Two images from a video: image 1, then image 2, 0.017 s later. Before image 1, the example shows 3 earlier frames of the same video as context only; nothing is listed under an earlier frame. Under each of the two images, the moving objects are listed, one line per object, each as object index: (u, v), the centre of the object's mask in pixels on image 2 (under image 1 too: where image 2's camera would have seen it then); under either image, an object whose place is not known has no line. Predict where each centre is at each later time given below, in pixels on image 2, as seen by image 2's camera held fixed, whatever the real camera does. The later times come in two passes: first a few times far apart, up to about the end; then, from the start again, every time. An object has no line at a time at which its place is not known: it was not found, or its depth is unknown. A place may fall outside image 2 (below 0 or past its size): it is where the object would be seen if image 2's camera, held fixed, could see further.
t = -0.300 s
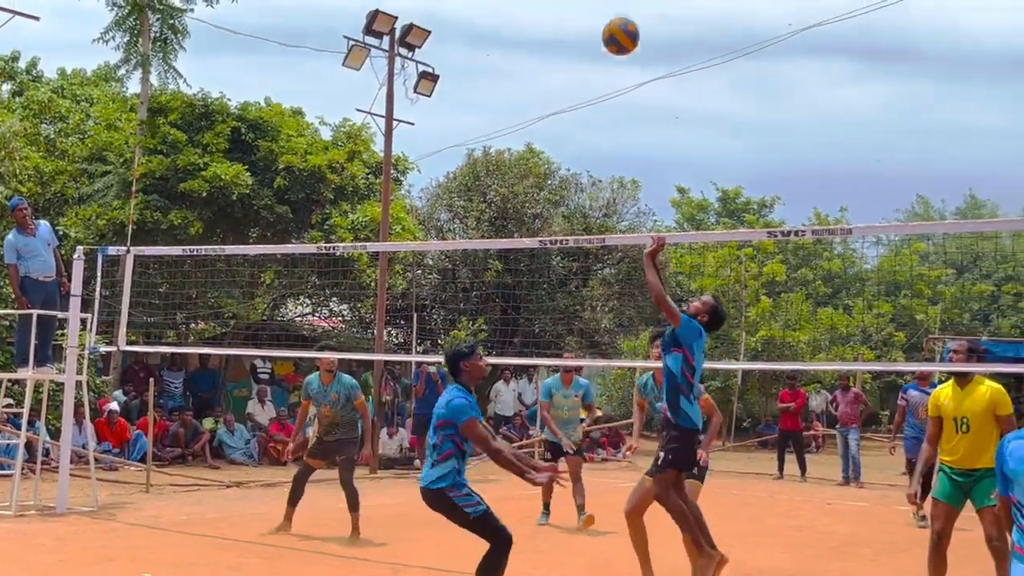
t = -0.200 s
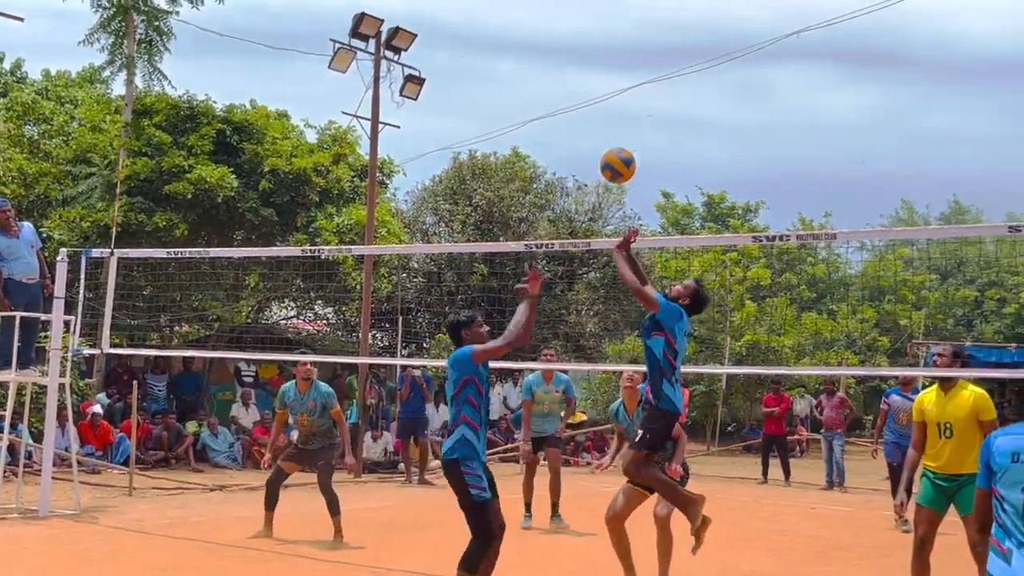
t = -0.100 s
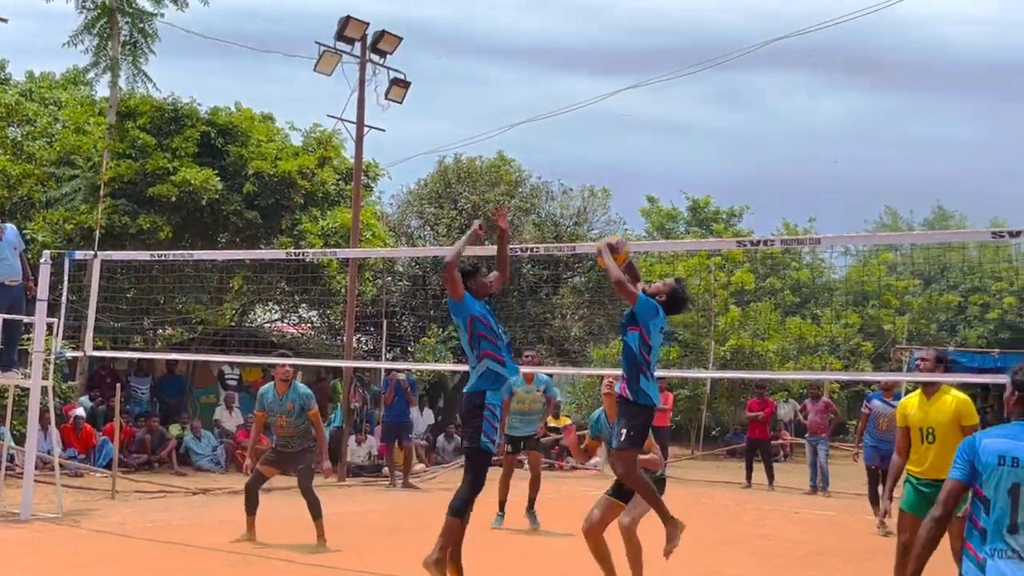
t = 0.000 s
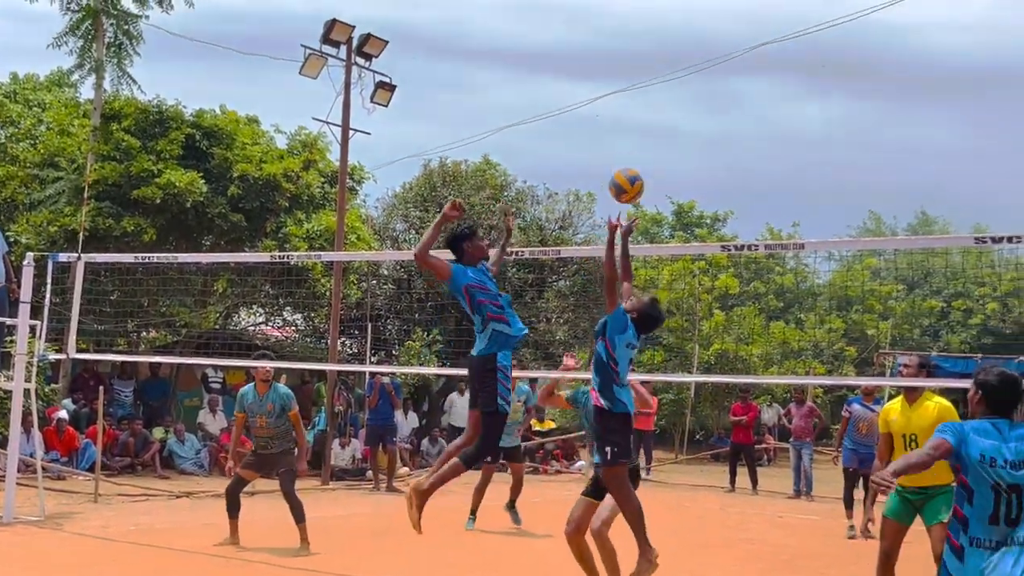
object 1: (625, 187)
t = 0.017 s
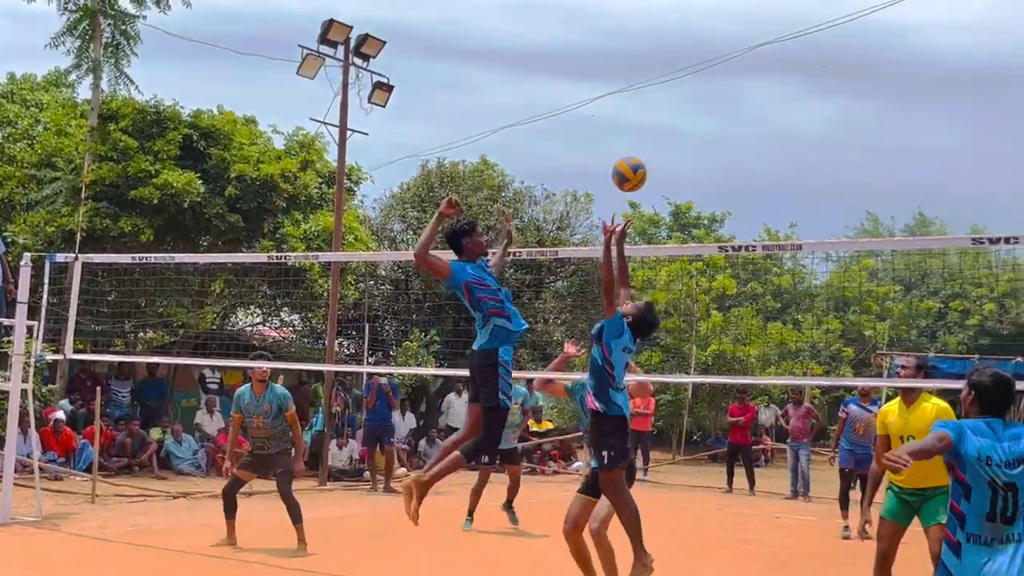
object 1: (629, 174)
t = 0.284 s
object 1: (711, 37)
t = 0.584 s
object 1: (798, 22)
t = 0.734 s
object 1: (839, 74)
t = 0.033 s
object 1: (634, 162)
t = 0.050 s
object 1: (640, 151)
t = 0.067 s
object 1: (645, 140)
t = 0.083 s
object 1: (650, 129)
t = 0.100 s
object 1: (655, 119)
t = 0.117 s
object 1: (660, 110)
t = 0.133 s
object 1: (666, 100)
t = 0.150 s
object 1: (671, 92)
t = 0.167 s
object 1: (676, 83)
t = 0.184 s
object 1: (681, 75)
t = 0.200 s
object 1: (686, 67)
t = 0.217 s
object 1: (691, 61)
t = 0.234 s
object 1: (696, 54)
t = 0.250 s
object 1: (701, 47)
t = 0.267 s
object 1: (707, 42)
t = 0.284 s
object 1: (711, 37)
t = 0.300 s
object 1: (716, 32)
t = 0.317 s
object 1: (721, 28)
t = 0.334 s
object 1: (726, 24)
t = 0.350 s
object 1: (731, 20)
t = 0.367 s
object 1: (736, 17)
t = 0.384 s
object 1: (741, 15)
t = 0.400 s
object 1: (746, 13)
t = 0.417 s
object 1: (751, 12)
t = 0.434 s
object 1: (756, 10)
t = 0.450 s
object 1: (760, 10)
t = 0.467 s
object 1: (765, 10)
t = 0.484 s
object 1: (770, 10)
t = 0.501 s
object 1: (775, 11)
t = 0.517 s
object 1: (779, 12)
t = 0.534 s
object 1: (784, 14)
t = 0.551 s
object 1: (788, 16)
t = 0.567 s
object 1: (793, 19)
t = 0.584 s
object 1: (798, 22)
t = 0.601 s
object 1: (802, 26)
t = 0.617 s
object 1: (807, 30)
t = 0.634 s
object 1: (811, 35)
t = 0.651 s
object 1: (816, 40)
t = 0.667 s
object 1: (820, 46)
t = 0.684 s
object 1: (825, 52)
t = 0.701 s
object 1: (829, 58)
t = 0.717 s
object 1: (834, 66)
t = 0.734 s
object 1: (839, 74)
